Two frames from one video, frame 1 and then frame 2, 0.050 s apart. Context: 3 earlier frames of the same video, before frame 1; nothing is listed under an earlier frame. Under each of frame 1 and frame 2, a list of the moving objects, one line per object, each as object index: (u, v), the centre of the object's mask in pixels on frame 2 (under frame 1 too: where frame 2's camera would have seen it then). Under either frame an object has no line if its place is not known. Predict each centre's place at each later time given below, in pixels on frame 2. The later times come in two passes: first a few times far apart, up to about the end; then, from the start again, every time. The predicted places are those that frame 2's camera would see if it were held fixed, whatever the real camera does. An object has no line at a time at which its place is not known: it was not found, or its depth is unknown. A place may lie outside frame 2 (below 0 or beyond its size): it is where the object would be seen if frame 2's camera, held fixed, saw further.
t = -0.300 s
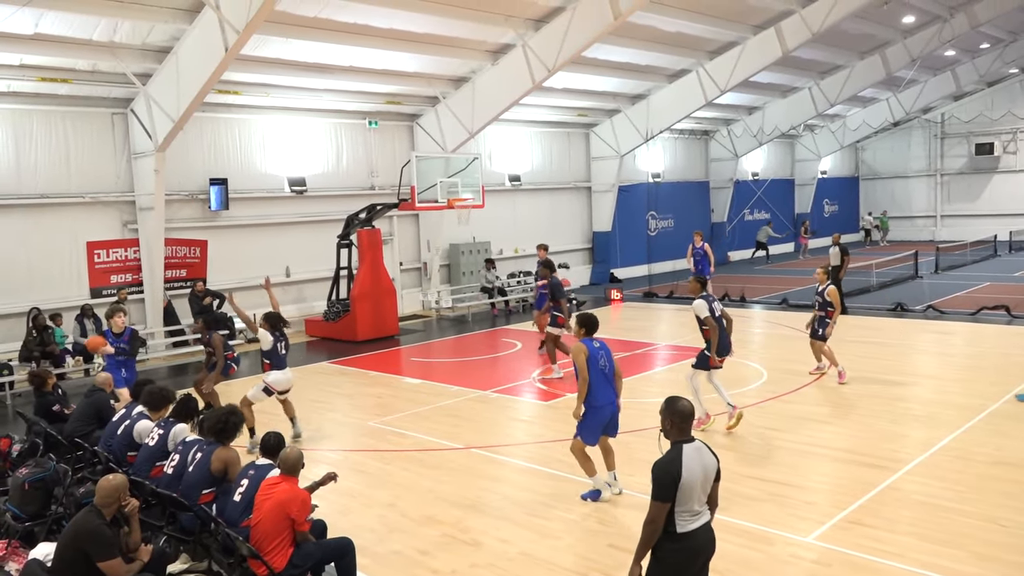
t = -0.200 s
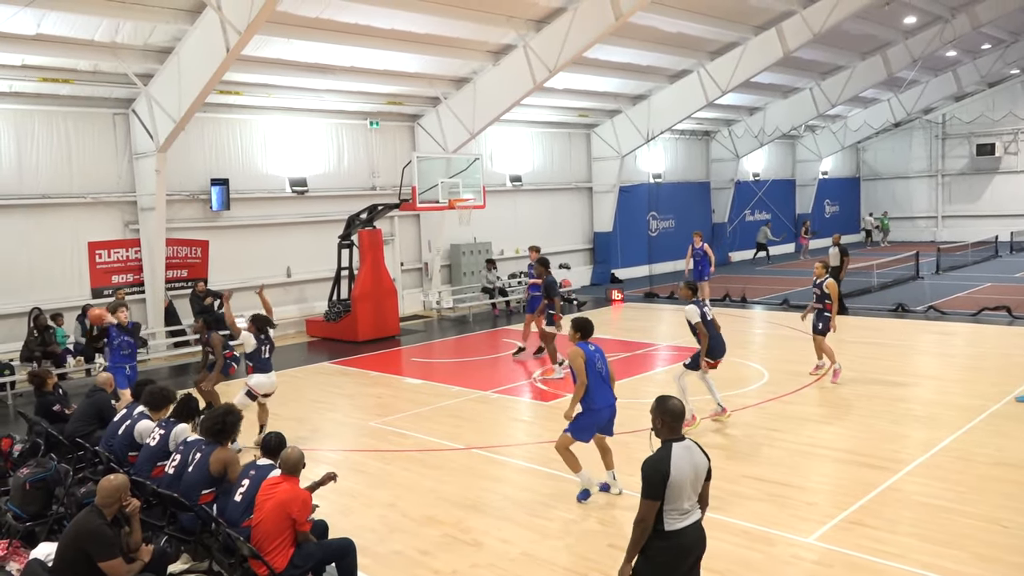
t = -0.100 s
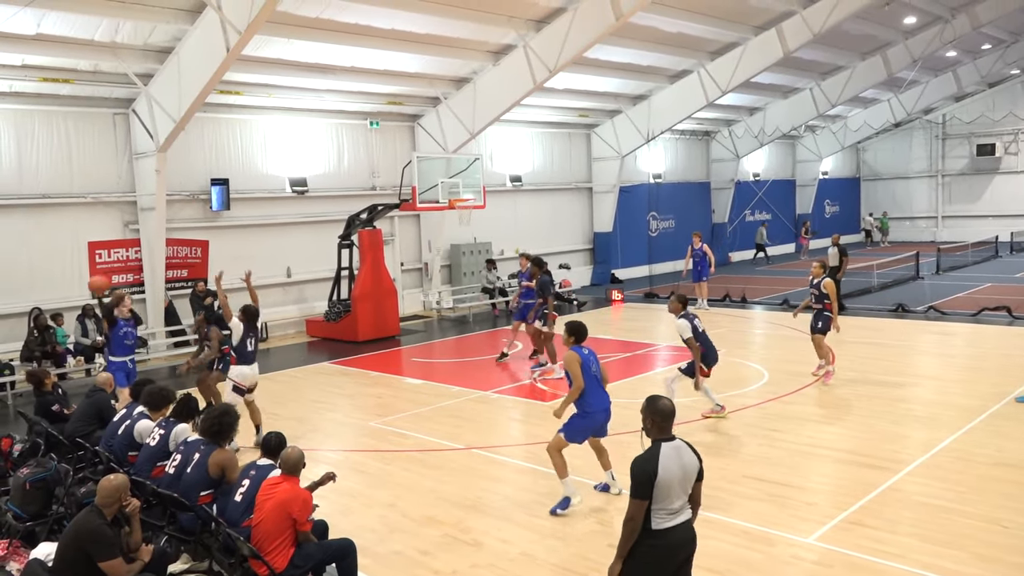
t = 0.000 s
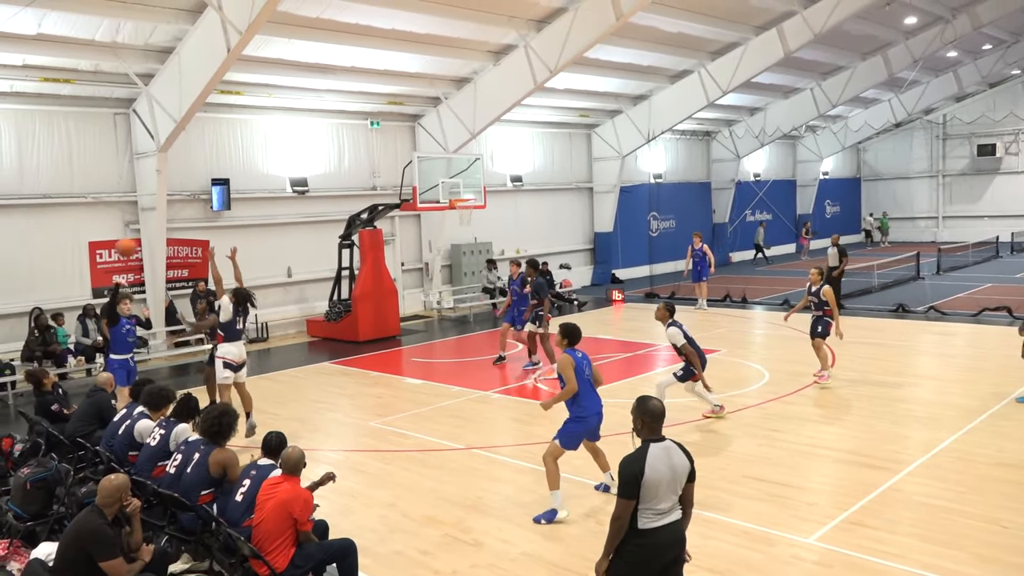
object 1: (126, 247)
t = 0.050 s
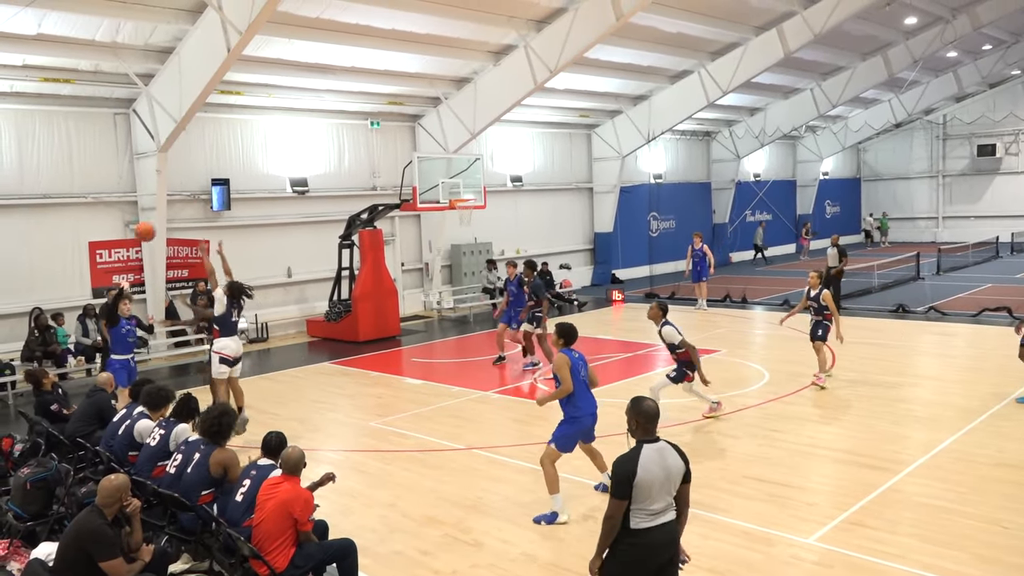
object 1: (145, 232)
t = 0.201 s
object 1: (206, 193)
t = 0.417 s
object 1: (311, 162)
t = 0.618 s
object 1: (424, 169)
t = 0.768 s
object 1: (523, 202)
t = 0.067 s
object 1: (151, 227)
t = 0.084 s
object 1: (158, 222)
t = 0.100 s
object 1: (165, 217)
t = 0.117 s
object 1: (171, 213)
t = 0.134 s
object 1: (178, 208)
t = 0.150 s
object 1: (185, 204)
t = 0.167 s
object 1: (192, 200)
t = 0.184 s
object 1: (200, 197)
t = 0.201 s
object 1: (206, 193)
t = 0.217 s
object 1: (214, 189)
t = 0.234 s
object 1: (222, 186)
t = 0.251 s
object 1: (229, 182)
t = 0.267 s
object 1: (237, 179)
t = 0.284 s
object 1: (244, 176)
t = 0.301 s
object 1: (252, 174)
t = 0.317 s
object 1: (260, 172)
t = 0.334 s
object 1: (268, 170)
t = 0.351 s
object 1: (276, 168)
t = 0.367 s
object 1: (284, 166)
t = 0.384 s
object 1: (293, 164)
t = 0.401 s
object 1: (302, 163)
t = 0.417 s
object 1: (311, 162)
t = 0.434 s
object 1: (320, 162)
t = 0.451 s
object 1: (328, 161)
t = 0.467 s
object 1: (337, 161)
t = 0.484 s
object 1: (346, 161)
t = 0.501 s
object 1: (355, 161)
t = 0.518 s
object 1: (365, 161)
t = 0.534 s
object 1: (375, 162)
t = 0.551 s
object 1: (384, 163)
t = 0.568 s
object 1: (394, 164)
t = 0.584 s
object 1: (404, 165)
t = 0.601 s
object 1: (413, 167)
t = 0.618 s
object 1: (424, 169)
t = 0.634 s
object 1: (434, 171)
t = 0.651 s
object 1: (445, 174)
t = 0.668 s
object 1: (455, 177)
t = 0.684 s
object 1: (466, 181)
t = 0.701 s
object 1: (478, 185)
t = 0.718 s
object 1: (489, 189)
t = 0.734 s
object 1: (500, 193)
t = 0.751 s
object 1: (511, 198)
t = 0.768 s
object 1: (523, 202)
